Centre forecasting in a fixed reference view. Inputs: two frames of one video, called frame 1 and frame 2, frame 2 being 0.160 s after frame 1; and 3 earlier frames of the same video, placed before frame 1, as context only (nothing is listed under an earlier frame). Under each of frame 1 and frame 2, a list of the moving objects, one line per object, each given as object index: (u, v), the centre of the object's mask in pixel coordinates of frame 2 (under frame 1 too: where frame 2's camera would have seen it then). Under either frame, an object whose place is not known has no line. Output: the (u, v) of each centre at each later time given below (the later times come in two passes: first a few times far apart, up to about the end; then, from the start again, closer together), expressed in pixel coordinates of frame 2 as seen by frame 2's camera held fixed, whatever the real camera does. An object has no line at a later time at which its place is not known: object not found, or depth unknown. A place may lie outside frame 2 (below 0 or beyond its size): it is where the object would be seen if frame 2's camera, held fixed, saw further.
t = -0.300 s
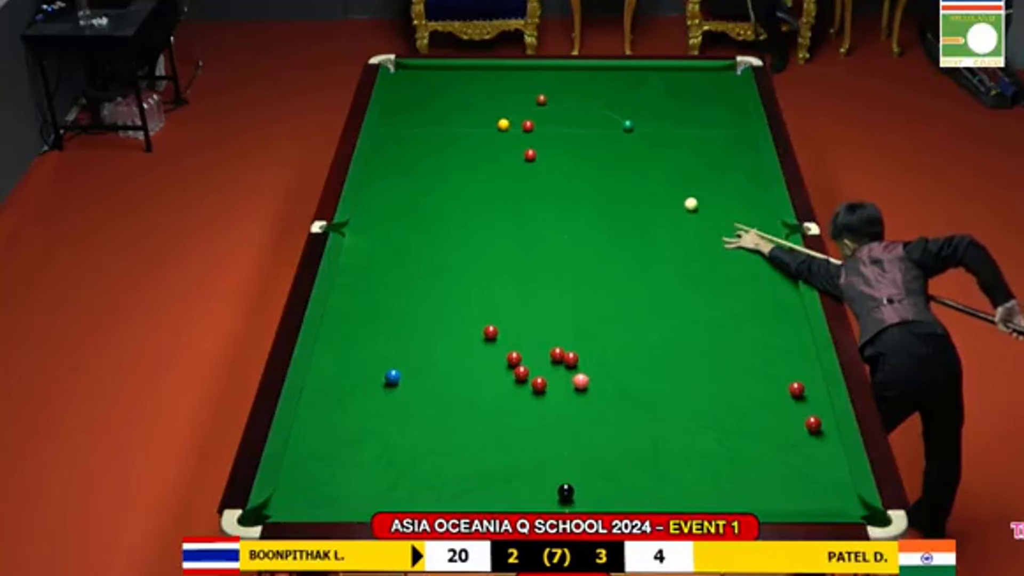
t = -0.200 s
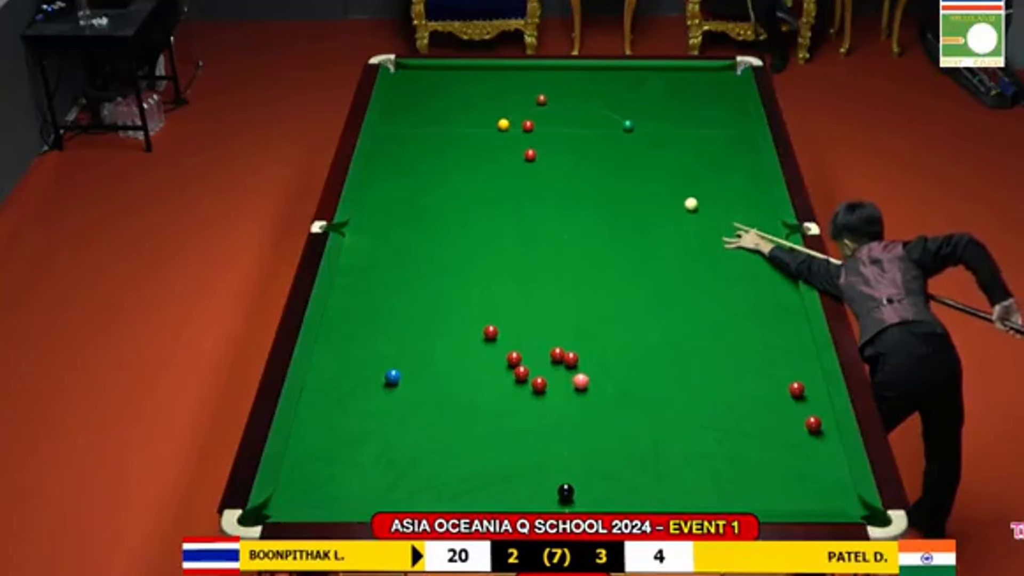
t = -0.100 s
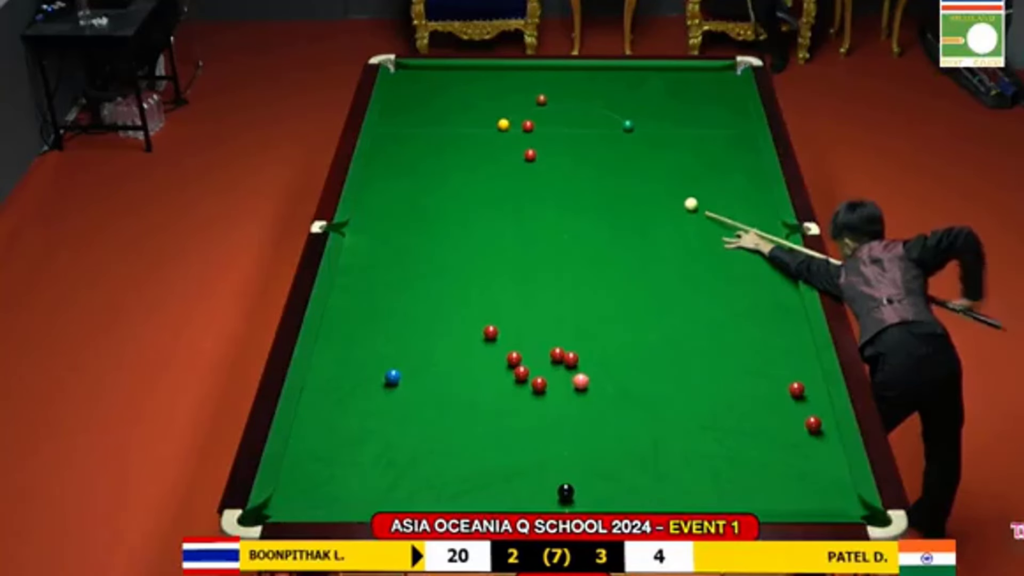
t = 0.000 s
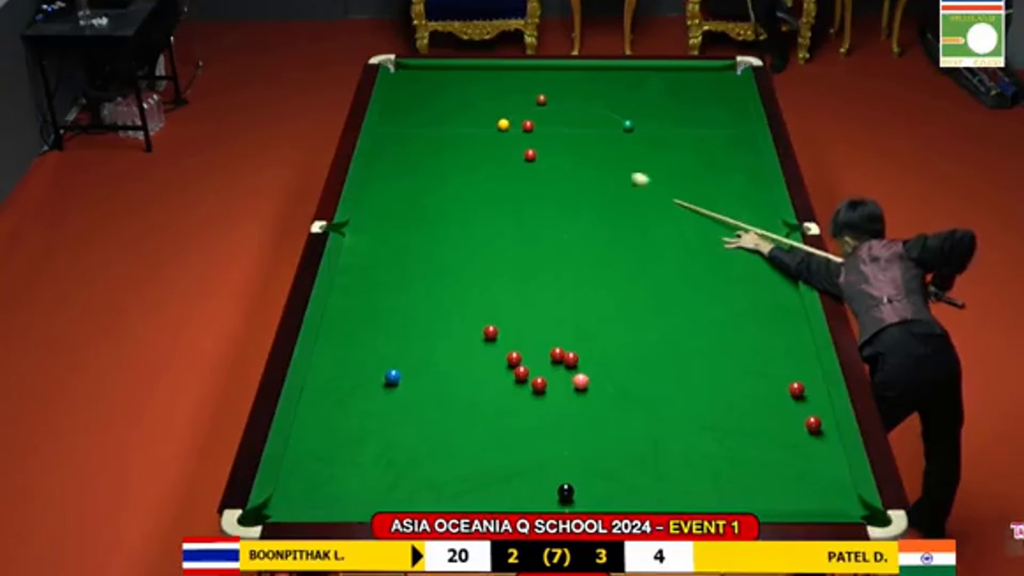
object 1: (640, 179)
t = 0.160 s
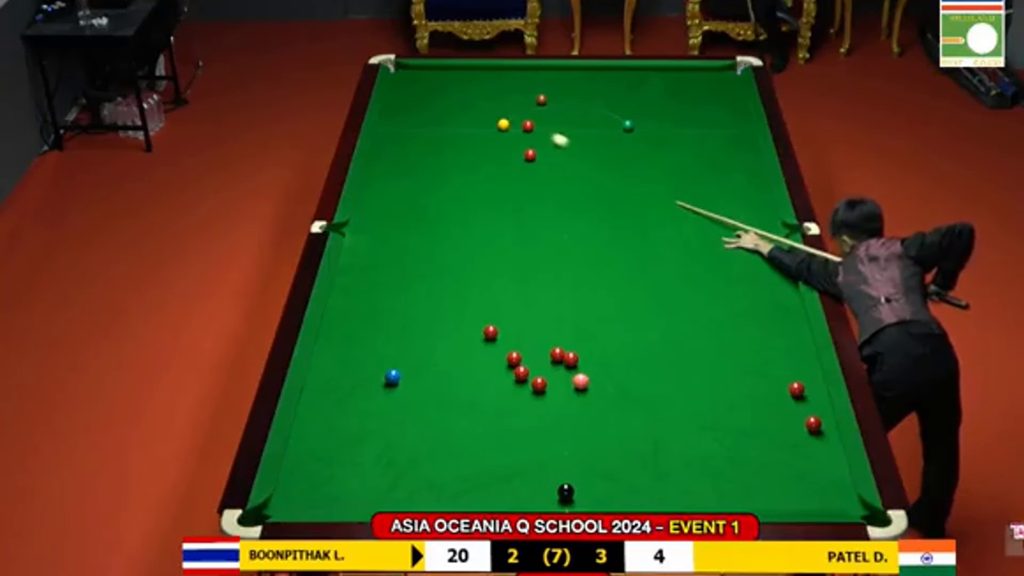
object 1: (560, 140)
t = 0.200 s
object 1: (543, 132)
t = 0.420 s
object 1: (542, 129)
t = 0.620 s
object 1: (552, 131)
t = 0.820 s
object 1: (560, 133)
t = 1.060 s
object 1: (570, 135)
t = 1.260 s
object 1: (578, 137)
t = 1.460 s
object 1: (585, 139)
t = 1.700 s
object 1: (593, 140)
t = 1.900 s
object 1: (599, 142)
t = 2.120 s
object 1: (604, 143)
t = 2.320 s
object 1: (609, 144)
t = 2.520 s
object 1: (613, 145)
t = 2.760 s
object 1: (616, 146)
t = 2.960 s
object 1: (618, 146)
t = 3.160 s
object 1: (620, 147)
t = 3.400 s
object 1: (621, 147)
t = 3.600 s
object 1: (621, 147)
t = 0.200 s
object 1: (543, 132)
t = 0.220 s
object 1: (536, 129)
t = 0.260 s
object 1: (536, 128)
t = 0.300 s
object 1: (537, 128)
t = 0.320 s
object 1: (538, 128)
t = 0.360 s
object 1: (539, 128)
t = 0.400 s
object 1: (541, 129)
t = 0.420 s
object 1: (542, 129)
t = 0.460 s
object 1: (544, 129)
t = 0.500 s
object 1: (546, 130)
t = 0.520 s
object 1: (547, 130)
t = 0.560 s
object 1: (548, 131)
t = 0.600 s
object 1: (551, 131)
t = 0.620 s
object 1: (552, 131)
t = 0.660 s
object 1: (553, 131)
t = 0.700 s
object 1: (555, 132)
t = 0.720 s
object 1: (556, 132)
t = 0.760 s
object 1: (558, 133)
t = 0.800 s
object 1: (560, 133)
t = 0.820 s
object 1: (560, 133)
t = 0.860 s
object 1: (562, 134)
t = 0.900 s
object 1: (564, 134)
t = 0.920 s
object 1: (565, 134)
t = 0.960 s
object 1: (566, 135)
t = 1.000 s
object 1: (568, 135)
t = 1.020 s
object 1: (569, 135)
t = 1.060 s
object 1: (570, 135)
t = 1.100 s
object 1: (572, 136)
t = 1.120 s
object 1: (573, 136)
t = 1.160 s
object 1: (574, 137)
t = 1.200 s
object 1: (576, 137)
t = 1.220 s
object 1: (577, 137)
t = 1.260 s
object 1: (578, 137)
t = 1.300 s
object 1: (579, 138)
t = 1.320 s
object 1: (580, 138)
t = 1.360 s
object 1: (582, 138)
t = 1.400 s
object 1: (583, 138)
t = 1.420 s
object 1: (584, 139)
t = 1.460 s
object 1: (585, 139)
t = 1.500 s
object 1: (587, 139)
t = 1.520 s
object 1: (587, 139)
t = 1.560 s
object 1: (589, 140)
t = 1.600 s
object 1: (590, 140)
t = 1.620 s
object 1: (591, 140)
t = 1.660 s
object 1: (592, 140)
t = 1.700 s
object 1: (593, 140)
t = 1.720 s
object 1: (594, 141)
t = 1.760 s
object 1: (595, 141)
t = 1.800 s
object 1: (596, 141)
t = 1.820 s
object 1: (597, 141)
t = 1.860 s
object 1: (598, 142)
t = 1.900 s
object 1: (599, 142)
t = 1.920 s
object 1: (600, 142)
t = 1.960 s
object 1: (600, 142)
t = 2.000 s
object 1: (602, 143)
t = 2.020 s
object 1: (602, 143)
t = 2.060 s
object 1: (603, 143)
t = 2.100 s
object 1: (604, 143)
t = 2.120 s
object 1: (604, 143)
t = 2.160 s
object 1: (605, 144)
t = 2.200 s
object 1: (606, 144)
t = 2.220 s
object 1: (607, 144)
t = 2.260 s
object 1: (607, 144)
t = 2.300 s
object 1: (608, 144)
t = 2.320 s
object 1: (609, 144)
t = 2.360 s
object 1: (610, 144)
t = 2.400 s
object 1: (610, 144)
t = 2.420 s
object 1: (610, 144)
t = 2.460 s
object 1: (611, 145)
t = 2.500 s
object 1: (612, 145)
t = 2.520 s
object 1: (613, 145)
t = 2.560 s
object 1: (613, 145)
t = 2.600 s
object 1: (614, 145)
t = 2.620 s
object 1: (614, 145)
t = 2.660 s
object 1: (614, 146)
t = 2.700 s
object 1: (615, 146)
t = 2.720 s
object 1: (615, 146)
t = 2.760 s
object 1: (616, 146)
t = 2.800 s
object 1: (616, 146)
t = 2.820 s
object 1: (617, 146)
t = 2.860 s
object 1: (617, 146)
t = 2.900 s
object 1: (618, 146)
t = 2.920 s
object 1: (618, 146)
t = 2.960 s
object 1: (618, 146)
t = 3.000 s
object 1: (619, 147)
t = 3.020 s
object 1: (619, 147)
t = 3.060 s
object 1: (619, 147)
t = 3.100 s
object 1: (619, 147)
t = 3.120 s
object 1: (620, 147)
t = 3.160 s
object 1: (620, 147)
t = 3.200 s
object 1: (620, 147)
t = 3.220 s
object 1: (620, 147)
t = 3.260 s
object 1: (620, 147)
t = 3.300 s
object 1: (620, 147)
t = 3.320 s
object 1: (621, 147)
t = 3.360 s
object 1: (621, 147)
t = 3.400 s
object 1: (621, 147)
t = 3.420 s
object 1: (621, 147)
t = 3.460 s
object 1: (621, 147)
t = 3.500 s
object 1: (621, 147)
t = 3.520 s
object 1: (621, 147)
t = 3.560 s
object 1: (621, 147)
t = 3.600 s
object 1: (621, 147)
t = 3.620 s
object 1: (621, 147)
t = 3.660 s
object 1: (621, 147)
